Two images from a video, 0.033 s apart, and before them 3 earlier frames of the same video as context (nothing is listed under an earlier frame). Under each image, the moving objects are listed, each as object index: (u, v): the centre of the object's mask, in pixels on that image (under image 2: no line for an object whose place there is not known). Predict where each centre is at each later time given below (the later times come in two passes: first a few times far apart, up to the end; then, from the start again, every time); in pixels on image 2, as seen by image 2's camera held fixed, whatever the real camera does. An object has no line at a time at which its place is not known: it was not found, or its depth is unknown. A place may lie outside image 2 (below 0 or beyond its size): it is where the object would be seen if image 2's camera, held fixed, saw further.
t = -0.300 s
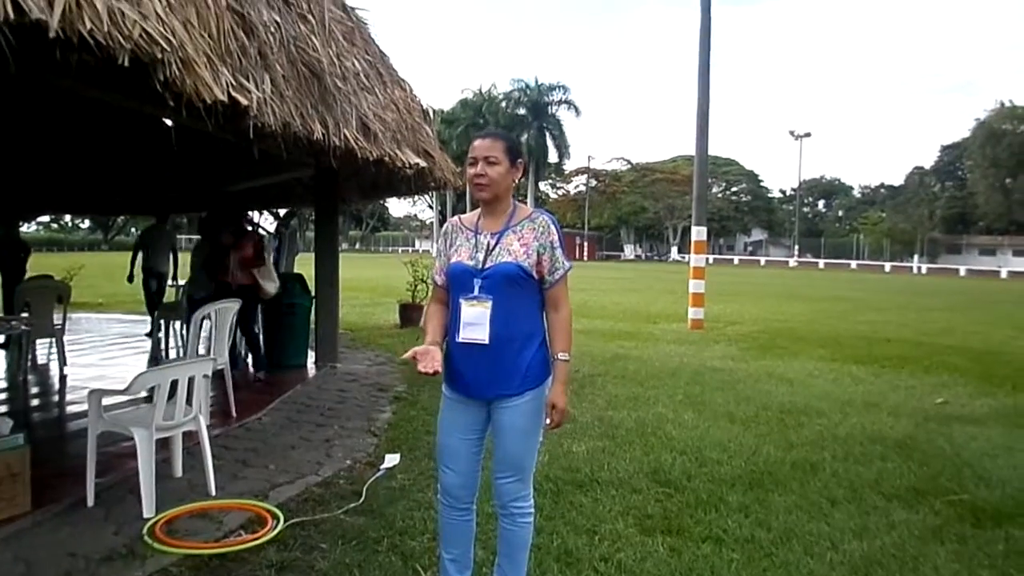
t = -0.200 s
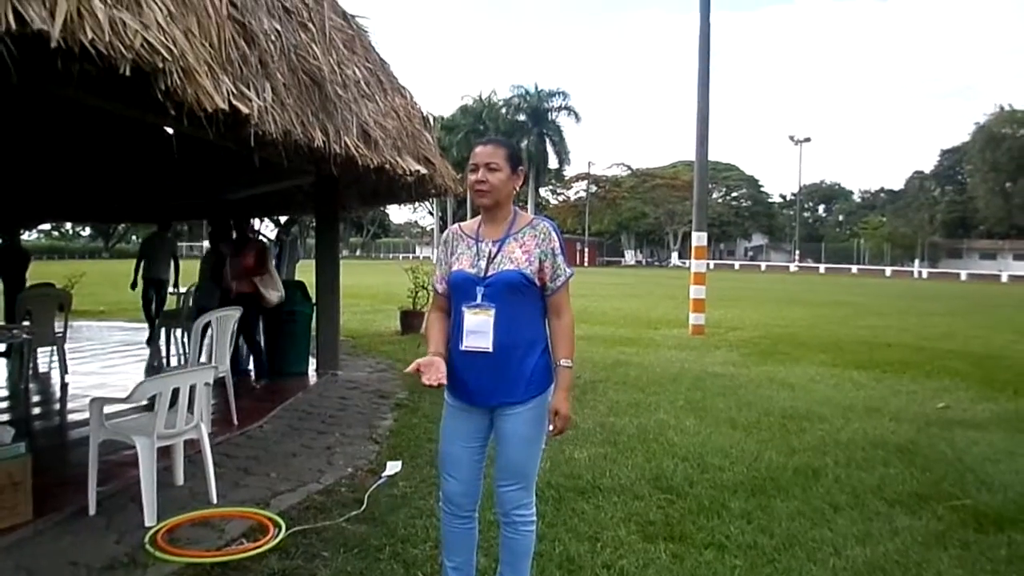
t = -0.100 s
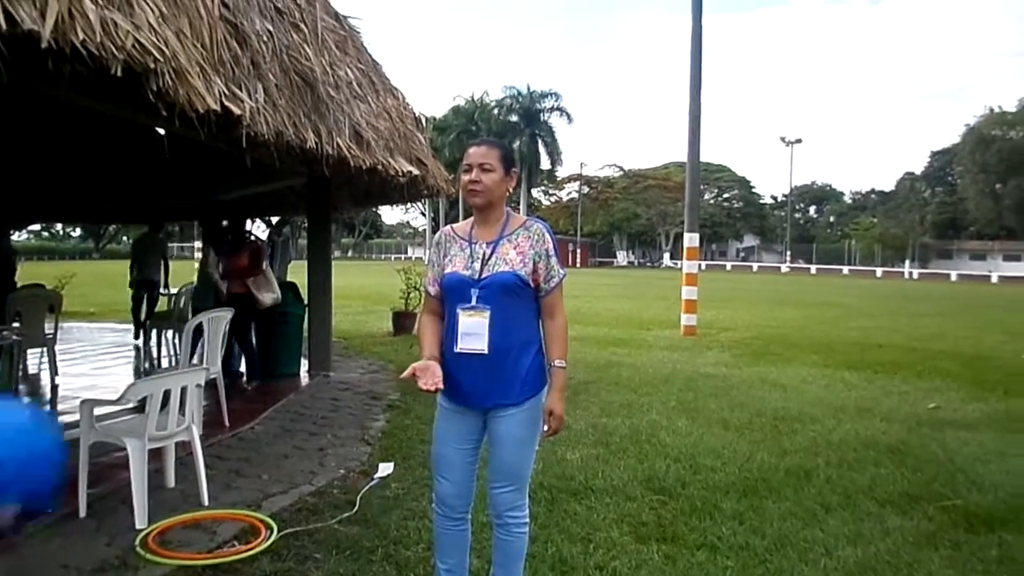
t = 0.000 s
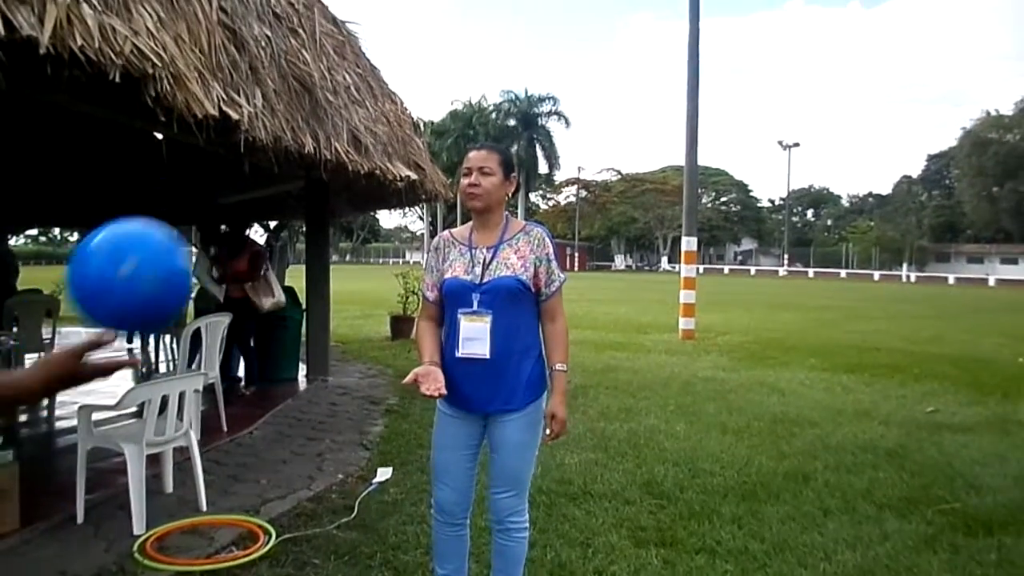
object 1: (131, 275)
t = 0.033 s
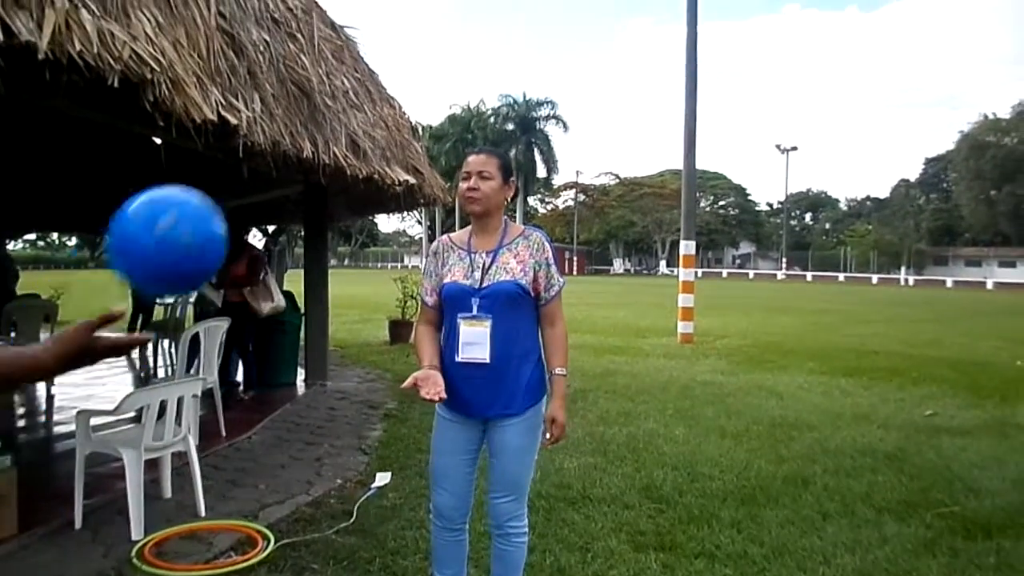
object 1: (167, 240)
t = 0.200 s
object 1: (311, 169)
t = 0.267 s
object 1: (353, 180)
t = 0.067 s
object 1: (201, 210)
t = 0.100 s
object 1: (232, 189)
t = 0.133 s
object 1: (260, 176)
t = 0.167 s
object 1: (287, 170)
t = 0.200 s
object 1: (311, 169)
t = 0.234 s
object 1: (333, 173)
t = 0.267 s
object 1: (353, 180)
